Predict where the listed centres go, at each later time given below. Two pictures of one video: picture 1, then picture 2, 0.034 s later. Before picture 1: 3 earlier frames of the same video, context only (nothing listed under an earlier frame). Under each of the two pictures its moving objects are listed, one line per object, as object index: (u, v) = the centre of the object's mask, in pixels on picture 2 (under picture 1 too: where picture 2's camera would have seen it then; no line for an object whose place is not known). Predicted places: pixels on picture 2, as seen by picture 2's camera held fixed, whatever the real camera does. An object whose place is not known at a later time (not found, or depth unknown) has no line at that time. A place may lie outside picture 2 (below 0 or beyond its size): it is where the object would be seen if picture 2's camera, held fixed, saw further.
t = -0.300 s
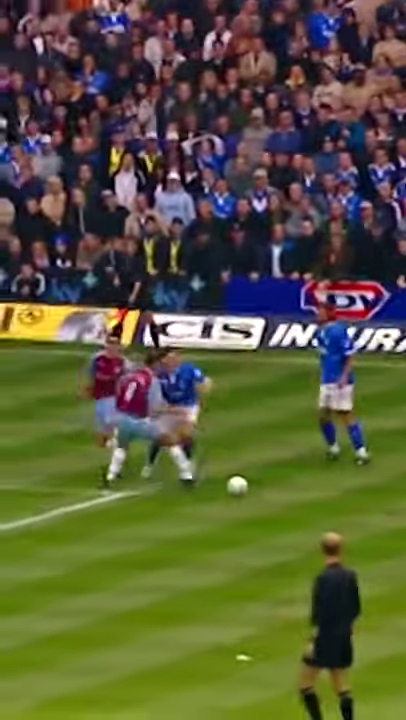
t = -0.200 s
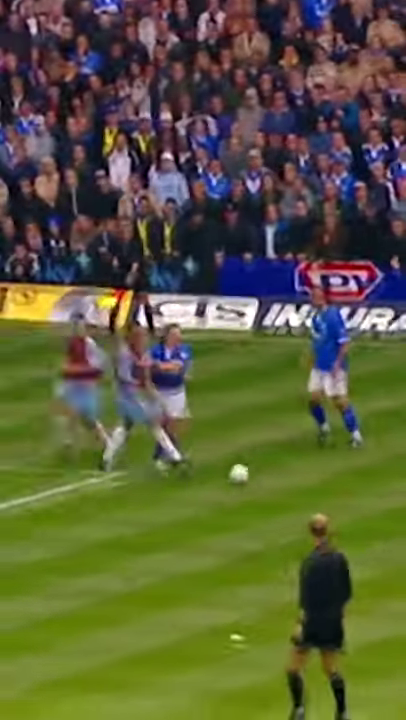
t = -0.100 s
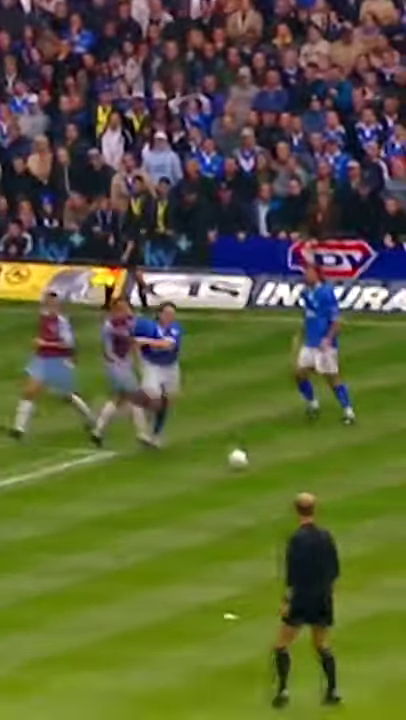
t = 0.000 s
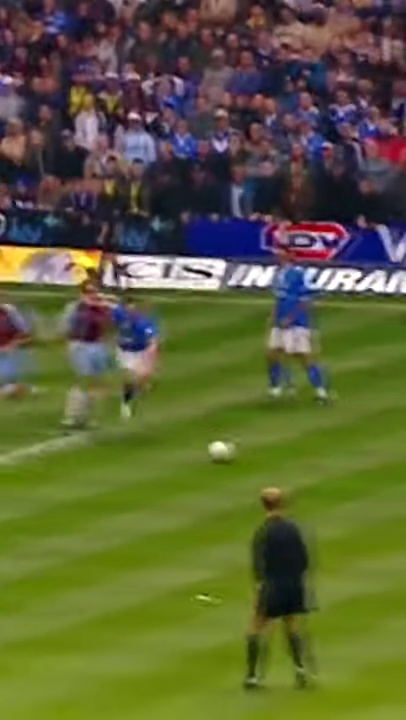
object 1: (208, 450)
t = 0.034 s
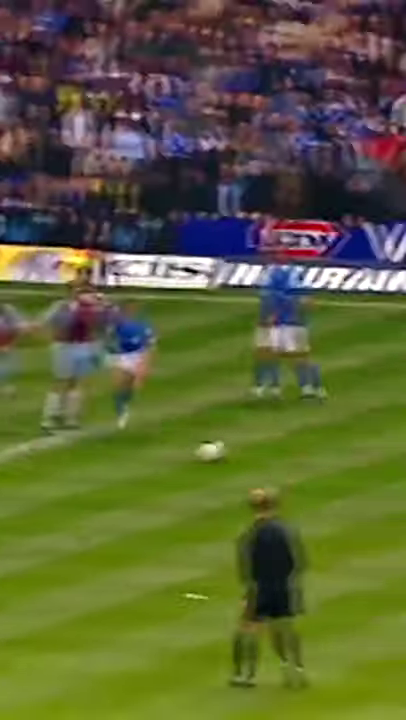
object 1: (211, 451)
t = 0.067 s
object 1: (213, 452)
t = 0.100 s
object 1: (212, 454)
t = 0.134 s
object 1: (213, 457)
